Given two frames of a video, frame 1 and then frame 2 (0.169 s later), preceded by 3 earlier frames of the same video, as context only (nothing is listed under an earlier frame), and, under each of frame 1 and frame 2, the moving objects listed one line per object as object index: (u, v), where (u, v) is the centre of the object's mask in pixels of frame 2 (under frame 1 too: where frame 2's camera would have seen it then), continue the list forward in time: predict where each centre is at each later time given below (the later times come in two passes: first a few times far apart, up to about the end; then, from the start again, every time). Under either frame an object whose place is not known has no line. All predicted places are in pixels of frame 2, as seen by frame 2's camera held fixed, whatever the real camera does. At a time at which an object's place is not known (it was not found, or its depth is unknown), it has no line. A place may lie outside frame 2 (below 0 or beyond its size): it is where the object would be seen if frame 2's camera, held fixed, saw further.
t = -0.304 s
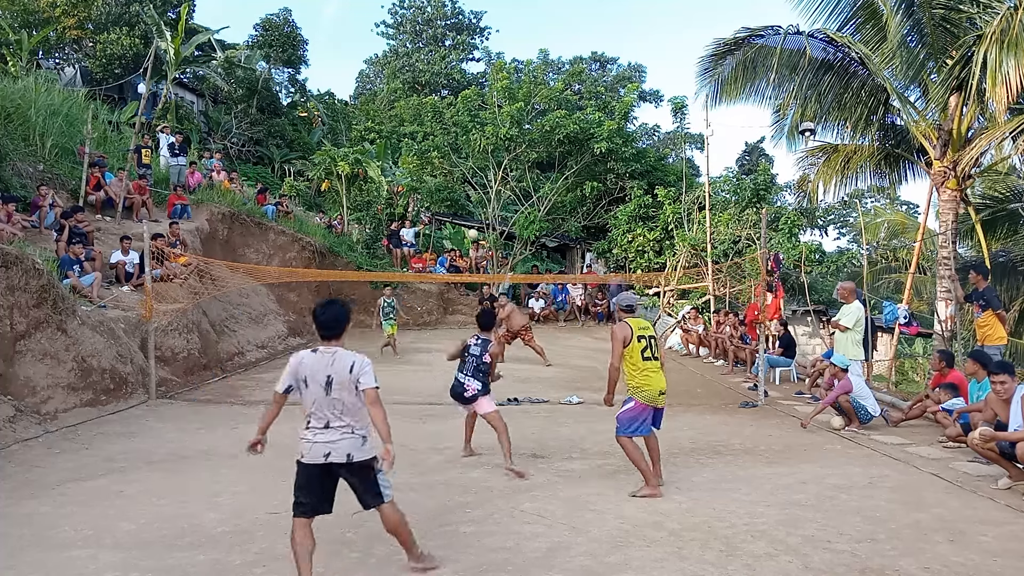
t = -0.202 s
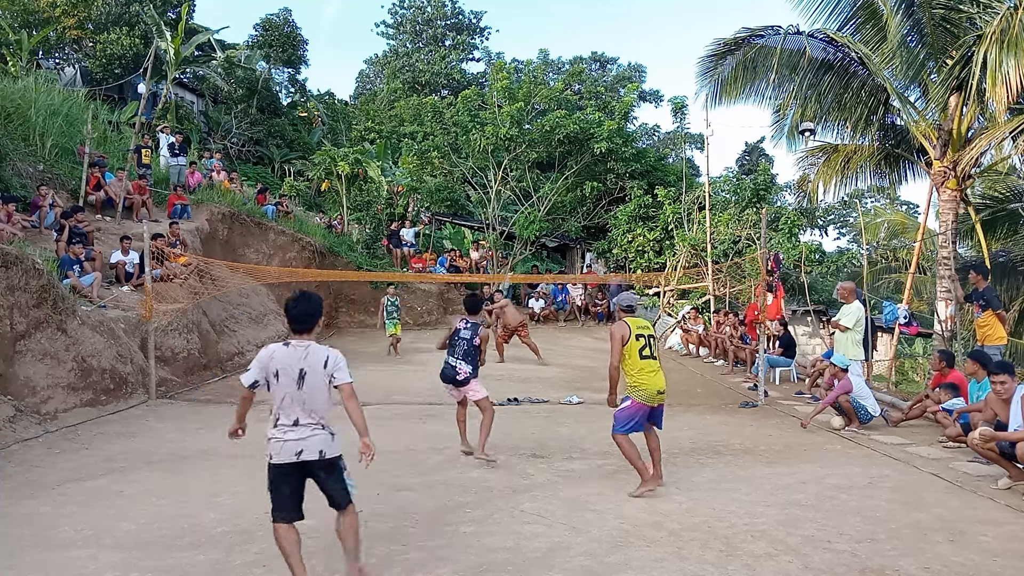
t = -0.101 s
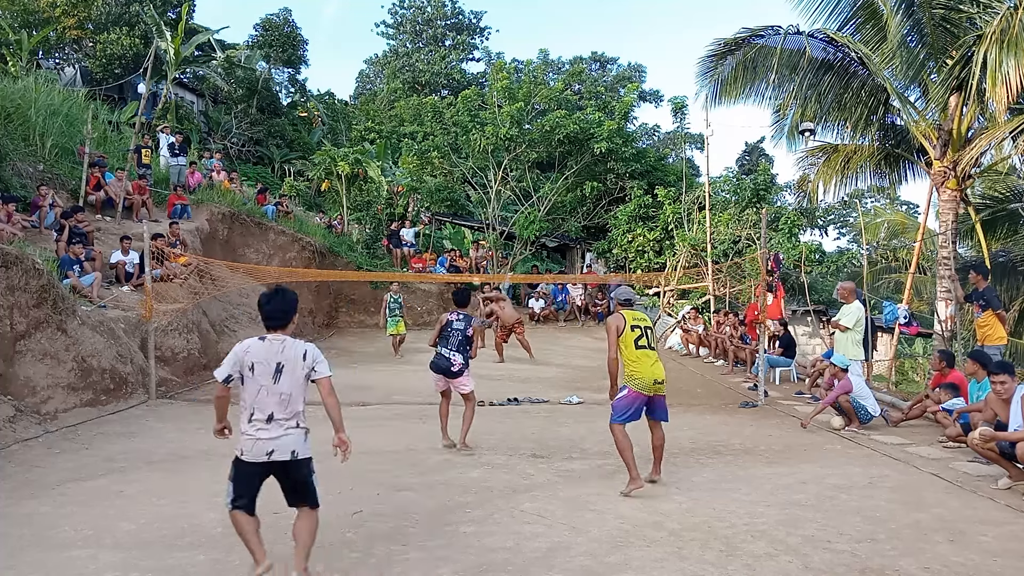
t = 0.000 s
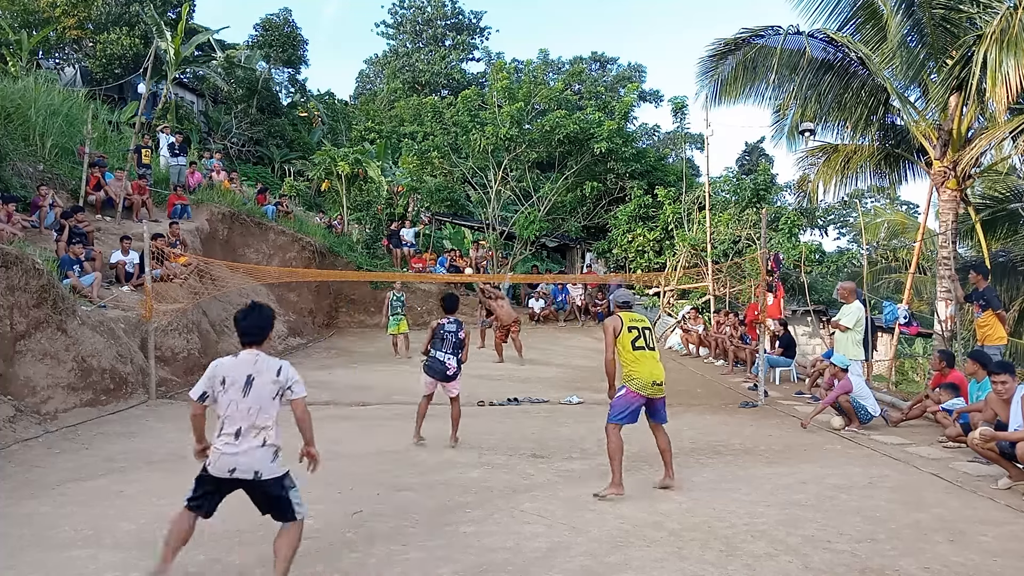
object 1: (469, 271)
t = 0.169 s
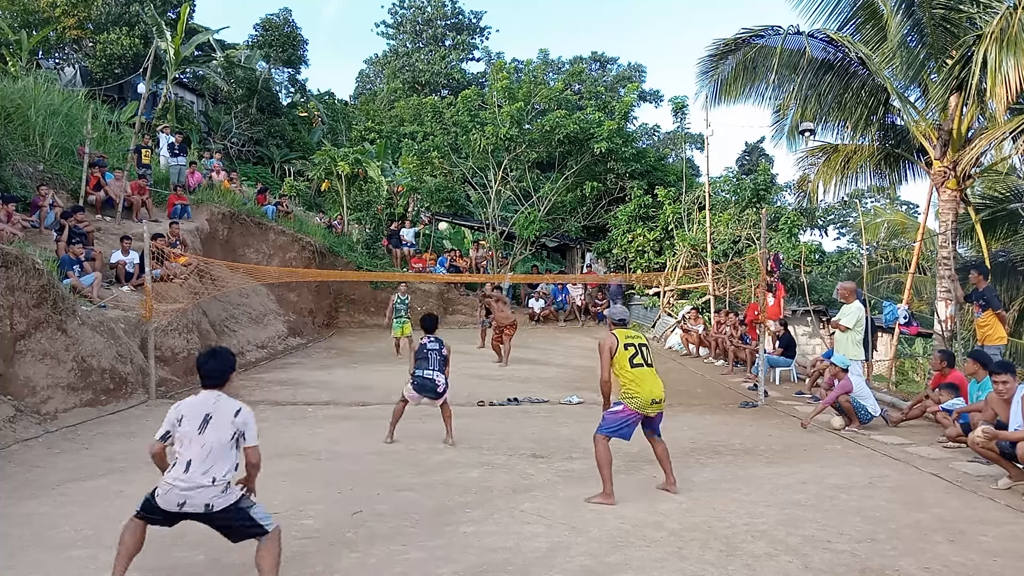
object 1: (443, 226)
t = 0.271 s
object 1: (424, 202)
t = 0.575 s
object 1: (344, 147)
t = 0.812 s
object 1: (234, 152)
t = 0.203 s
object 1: (437, 218)
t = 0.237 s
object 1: (431, 210)
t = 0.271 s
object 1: (424, 202)
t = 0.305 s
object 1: (417, 194)
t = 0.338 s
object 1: (410, 187)
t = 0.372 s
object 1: (403, 180)
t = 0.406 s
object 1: (395, 174)
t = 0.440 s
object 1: (387, 167)
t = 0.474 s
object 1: (377, 162)
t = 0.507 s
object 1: (367, 156)
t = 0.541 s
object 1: (356, 151)
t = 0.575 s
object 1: (344, 147)
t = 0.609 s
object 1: (332, 145)
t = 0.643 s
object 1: (318, 144)
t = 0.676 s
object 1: (304, 143)
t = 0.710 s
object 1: (289, 143)
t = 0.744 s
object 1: (271, 145)
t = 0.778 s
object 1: (253, 148)
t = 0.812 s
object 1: (234, 152)
